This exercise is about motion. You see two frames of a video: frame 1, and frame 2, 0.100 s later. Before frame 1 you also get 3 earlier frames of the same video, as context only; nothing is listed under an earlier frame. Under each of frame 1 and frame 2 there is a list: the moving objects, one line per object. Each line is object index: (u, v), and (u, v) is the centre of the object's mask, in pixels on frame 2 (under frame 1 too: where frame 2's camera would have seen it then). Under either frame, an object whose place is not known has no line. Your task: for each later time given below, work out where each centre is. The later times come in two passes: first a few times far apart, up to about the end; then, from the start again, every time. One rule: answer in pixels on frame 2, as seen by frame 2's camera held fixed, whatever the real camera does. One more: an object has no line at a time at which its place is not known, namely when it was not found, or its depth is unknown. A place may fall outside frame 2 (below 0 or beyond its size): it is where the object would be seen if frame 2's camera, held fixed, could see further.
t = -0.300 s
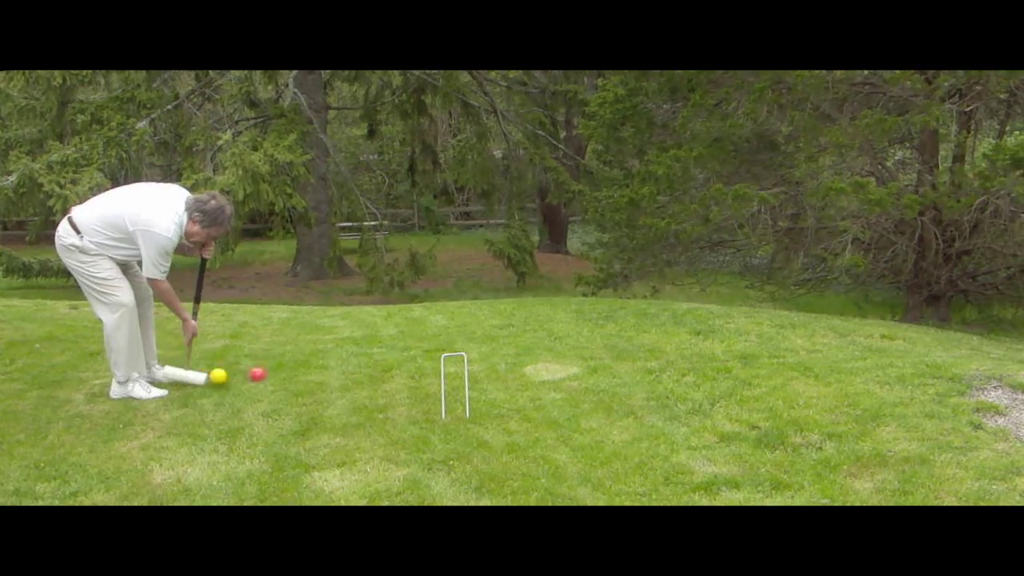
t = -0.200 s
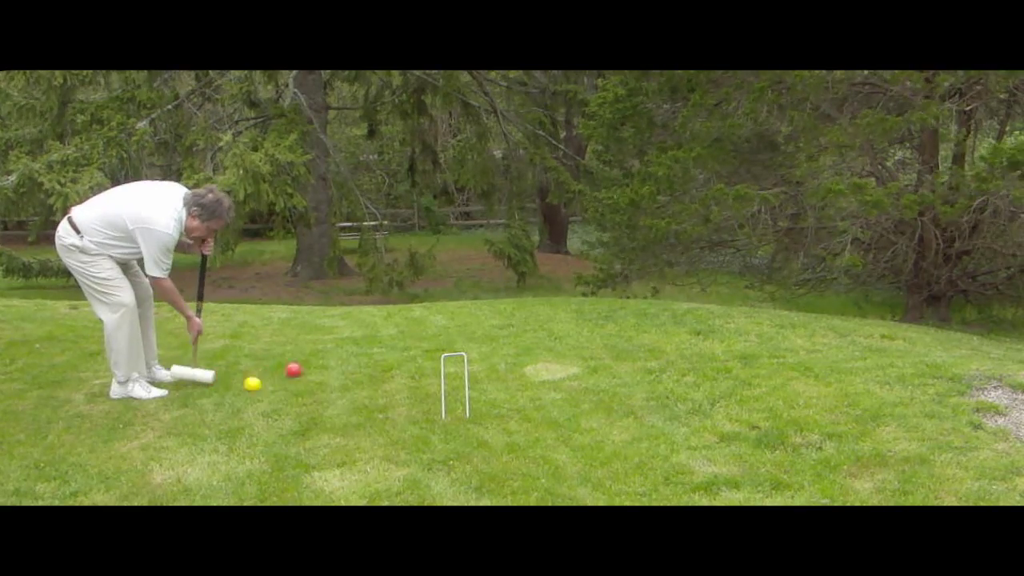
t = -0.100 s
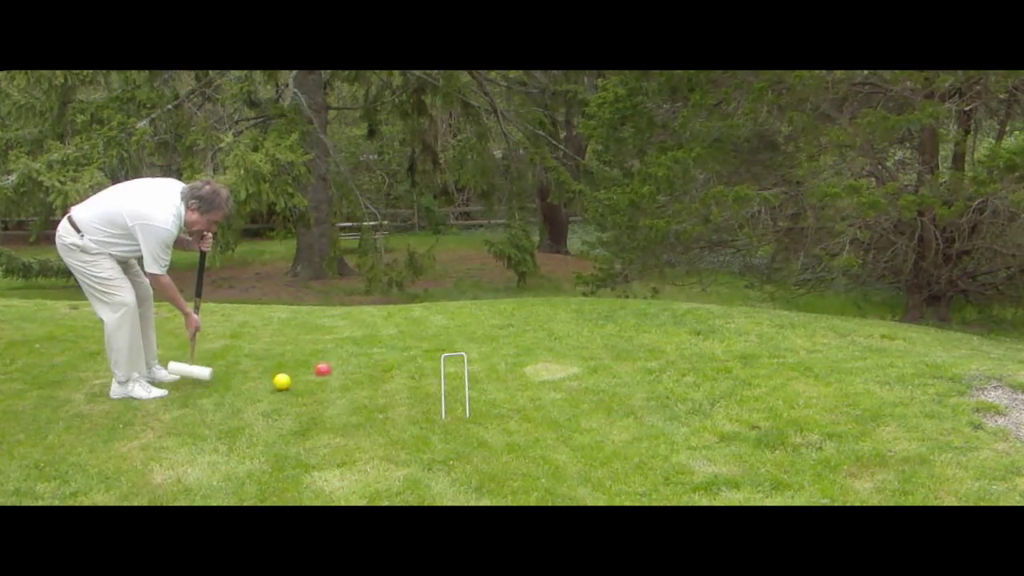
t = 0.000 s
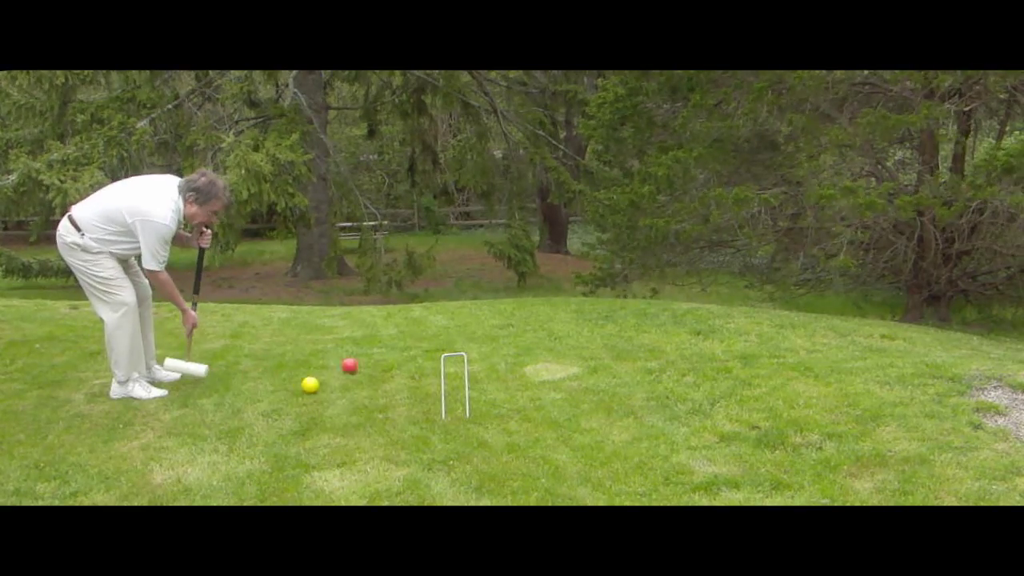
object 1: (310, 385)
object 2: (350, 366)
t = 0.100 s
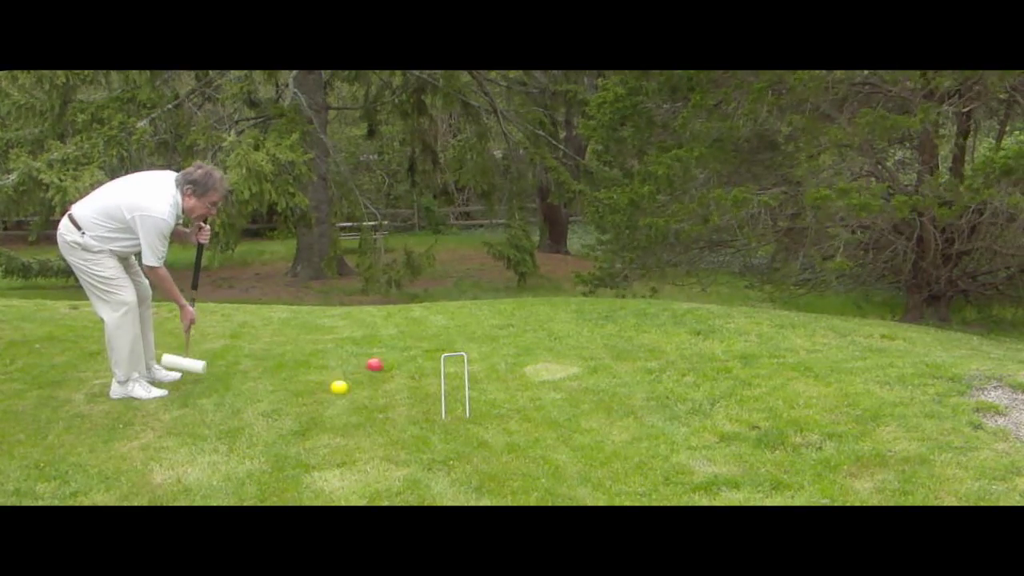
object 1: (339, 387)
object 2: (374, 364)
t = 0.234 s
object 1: (374, 387)
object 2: (401, 360)
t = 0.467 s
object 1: (420, 385)
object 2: (436, 357)
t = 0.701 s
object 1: (447, 383)
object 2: (462, 354)
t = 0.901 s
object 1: (457, 384)
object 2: (468, 352)
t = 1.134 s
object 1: (456, 385)
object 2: (463, 355)
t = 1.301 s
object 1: (456, 385)
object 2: (463, 355)
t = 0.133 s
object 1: (348, 387)
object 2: (382, 365)
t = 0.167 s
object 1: (357, 387)
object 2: (388, 363)
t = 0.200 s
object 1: (366, 387)
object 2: (394, 361)
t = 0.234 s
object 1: (374, 387)
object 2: (401, 360)
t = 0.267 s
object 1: (383, 387)
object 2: (407, 361)
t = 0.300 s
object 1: (390, 385)
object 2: (413, 361)
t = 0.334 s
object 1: (396, 385)
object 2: (419, 360)
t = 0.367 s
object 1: (402, 385)
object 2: (424, 358)
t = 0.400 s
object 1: (409, 386)
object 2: (429, 358)
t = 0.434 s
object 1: (415, 386)
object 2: (433, 358)
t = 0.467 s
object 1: (420, 385)
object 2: (436, 357)
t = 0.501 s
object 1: (425, 384)
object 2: (439, 355)
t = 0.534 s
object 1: (430, 385)
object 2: (444, 354)
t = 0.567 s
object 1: (434, 385)
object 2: (450, 355)
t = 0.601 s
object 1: (438, 385)
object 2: (453, 355)
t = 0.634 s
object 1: (442, 384)
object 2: (455, 355)
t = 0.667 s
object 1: (445, 383)
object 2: (459, 354)
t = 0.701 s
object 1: (447, 383)
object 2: (462, 354)
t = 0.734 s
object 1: (450, 384)
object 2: (465, 353)
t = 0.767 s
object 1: (452, 384)
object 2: (466, 353)
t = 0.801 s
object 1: (454, 384)
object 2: (468, 352)
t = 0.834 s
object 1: (455, 384)
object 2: (468, 352)
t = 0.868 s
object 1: (456, 384)
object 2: (468, 352)
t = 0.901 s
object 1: (457, 384)
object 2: (468, 352)
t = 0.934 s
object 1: (457, 385)
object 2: (468, 352)
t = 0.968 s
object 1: (457, 385)
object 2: (466, 353)
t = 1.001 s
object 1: (457, 385)
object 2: (465, 353)
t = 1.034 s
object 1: (456, 385)
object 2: (465, 353)
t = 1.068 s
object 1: (456, 385)
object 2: (465, 353)
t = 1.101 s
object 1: (456, 385)
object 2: (463, 355)
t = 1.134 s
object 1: (456, 385)
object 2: (463, 355)
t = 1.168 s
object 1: (456, 385)
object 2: (463, 355)
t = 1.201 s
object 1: (456, 385)
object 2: (463, 355)
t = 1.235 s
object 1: (456, 385)
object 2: (463, 355)
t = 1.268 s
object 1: (456, 385)
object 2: (463, 355)
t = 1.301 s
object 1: (456, 385)
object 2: (463, 355)
